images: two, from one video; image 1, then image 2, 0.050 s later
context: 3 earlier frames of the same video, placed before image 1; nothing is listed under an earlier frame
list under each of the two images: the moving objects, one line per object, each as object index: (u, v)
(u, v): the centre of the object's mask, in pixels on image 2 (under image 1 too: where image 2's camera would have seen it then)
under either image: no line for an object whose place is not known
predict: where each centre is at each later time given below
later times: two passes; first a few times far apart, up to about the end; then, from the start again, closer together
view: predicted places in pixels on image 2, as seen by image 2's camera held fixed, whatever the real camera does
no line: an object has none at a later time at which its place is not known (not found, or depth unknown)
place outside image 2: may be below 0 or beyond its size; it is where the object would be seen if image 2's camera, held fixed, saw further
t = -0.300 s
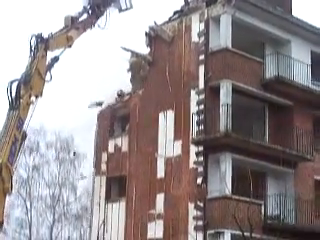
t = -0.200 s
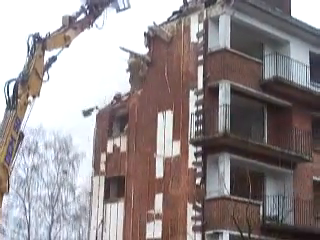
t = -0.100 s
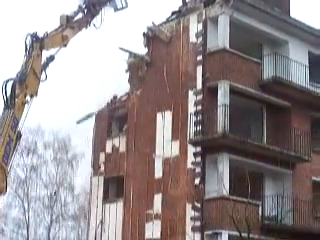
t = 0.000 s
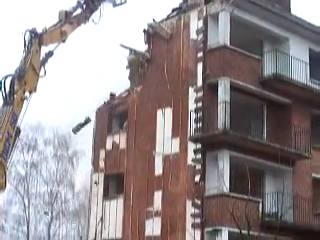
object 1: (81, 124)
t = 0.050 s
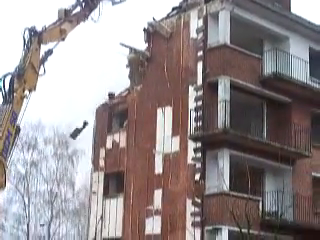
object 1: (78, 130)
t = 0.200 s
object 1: (74, 148)
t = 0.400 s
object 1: (64, 186)
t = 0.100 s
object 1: (76, 137)
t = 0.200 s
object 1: (74, 148)
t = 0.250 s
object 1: (72, 157)
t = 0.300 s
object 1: (69, 167)
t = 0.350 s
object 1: (67, 177)
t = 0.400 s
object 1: (64, 186)
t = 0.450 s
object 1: (61, 196)
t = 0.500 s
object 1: (59, 205)
